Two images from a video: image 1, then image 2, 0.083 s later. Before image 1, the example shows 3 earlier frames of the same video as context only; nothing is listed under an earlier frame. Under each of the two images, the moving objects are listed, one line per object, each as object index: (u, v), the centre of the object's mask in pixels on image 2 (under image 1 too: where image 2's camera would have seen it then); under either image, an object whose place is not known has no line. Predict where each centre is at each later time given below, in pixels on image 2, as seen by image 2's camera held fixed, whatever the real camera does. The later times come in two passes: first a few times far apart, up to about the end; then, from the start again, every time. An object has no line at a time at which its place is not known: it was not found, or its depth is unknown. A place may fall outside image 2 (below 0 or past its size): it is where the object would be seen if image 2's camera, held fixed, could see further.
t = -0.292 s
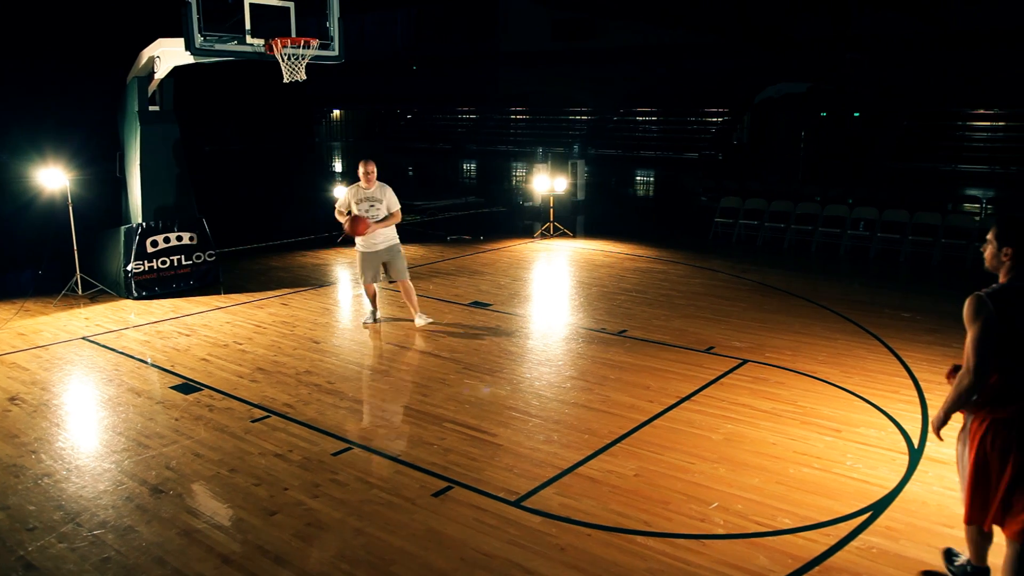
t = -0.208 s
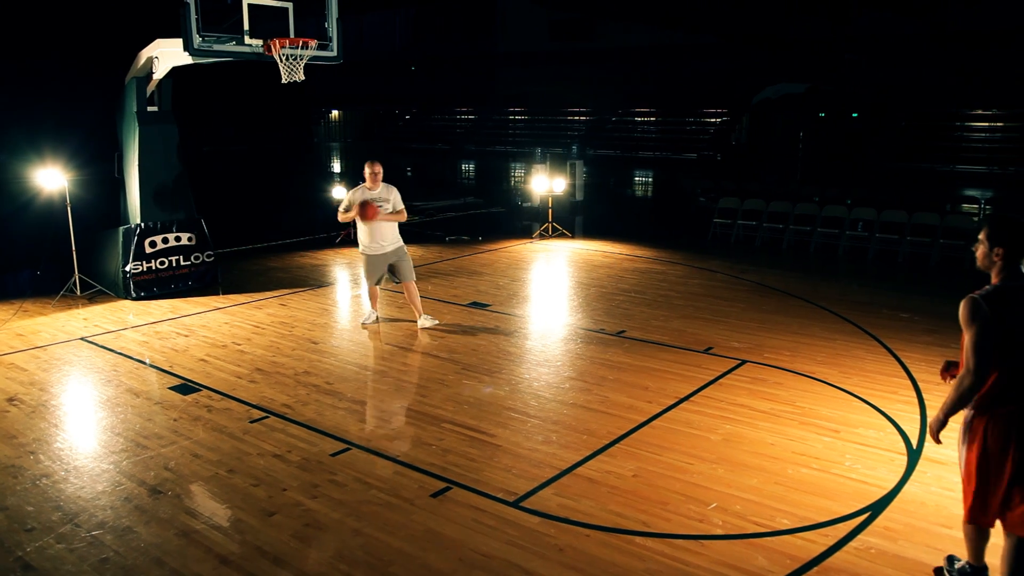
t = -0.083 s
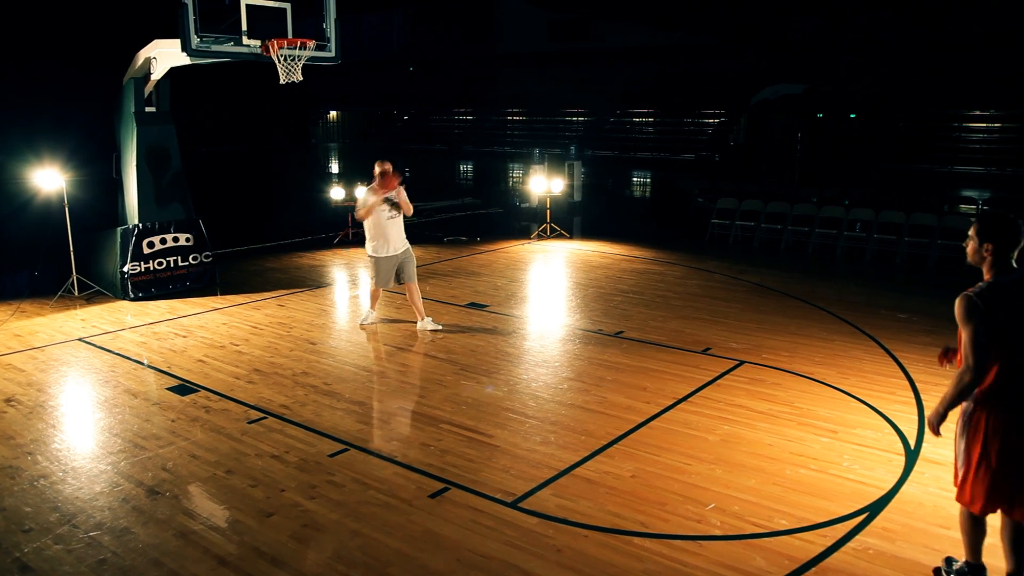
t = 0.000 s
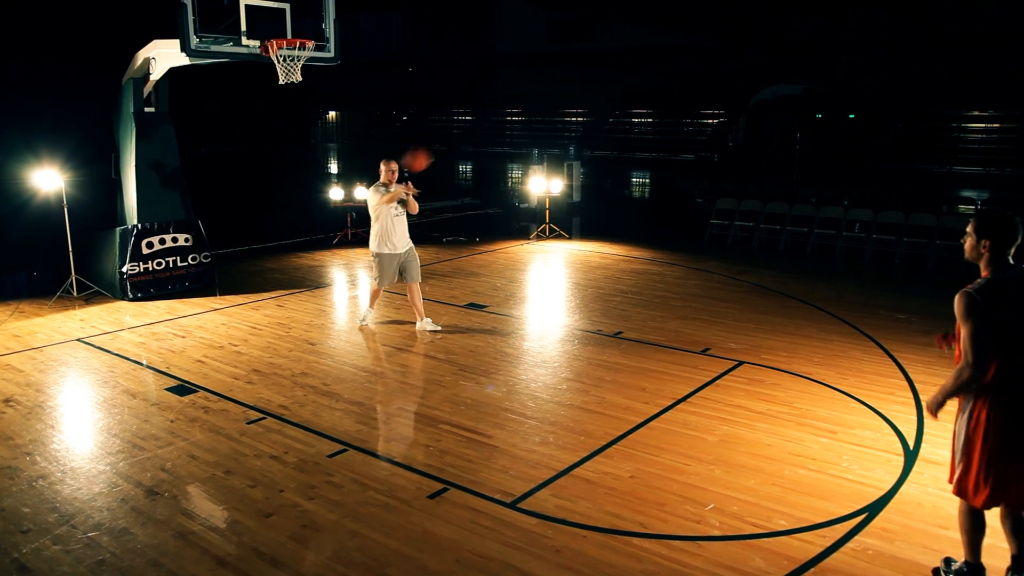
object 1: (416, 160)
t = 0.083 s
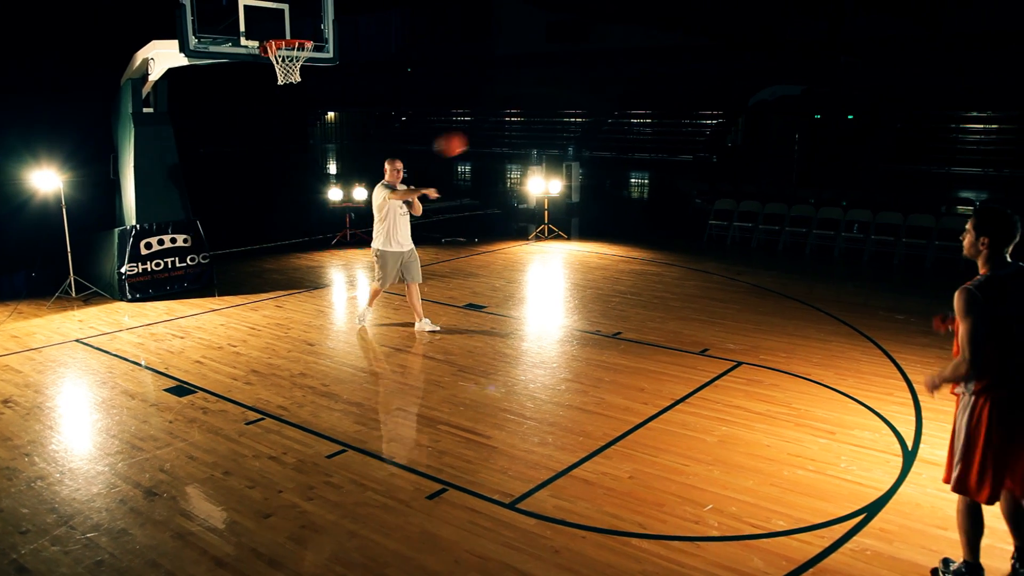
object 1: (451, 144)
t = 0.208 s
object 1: (511, 131)
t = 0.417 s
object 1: (640, 152)
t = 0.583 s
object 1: (774, 227)
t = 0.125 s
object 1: (470, 138)
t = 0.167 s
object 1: (490, 134)
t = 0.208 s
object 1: (511, 131)
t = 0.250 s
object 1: (536, 131)
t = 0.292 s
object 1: (559, 133)
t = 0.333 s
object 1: (584, 136)
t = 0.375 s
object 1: (613, 144)
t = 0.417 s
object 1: (640, 152)
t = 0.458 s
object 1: (672, 167)
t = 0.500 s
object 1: (703, 182)
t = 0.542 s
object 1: (737, 202)
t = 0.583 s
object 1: (774, 227)
